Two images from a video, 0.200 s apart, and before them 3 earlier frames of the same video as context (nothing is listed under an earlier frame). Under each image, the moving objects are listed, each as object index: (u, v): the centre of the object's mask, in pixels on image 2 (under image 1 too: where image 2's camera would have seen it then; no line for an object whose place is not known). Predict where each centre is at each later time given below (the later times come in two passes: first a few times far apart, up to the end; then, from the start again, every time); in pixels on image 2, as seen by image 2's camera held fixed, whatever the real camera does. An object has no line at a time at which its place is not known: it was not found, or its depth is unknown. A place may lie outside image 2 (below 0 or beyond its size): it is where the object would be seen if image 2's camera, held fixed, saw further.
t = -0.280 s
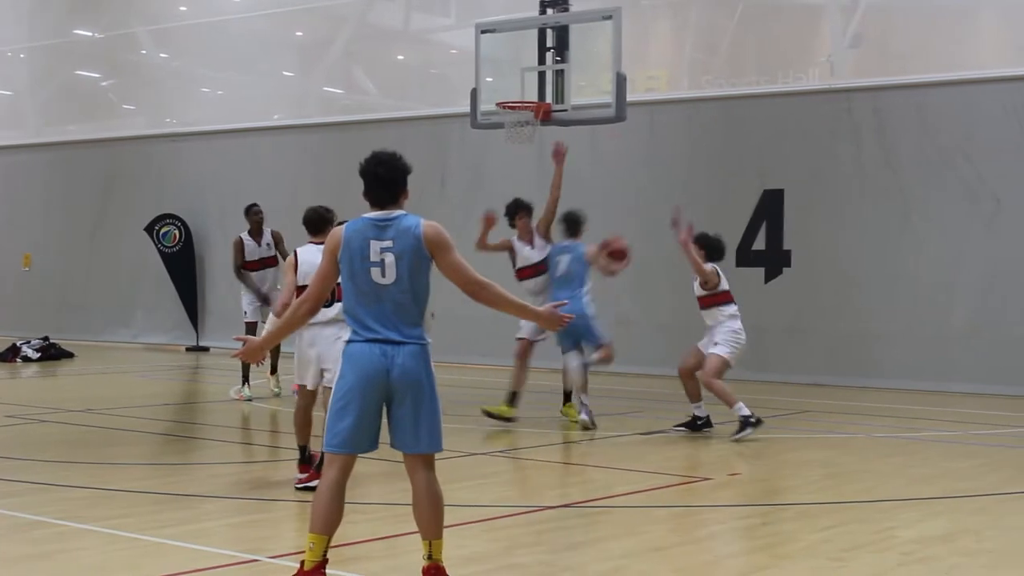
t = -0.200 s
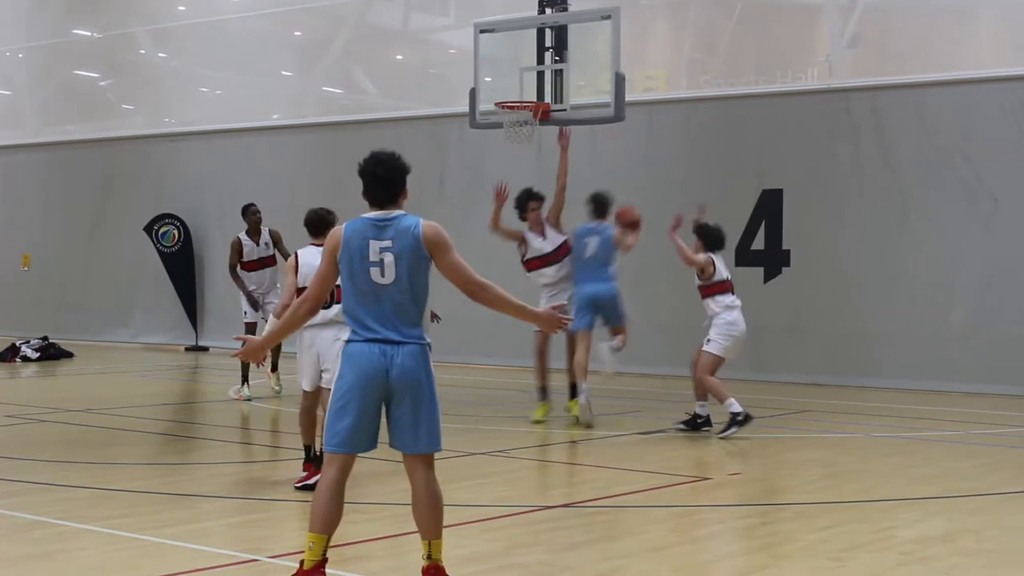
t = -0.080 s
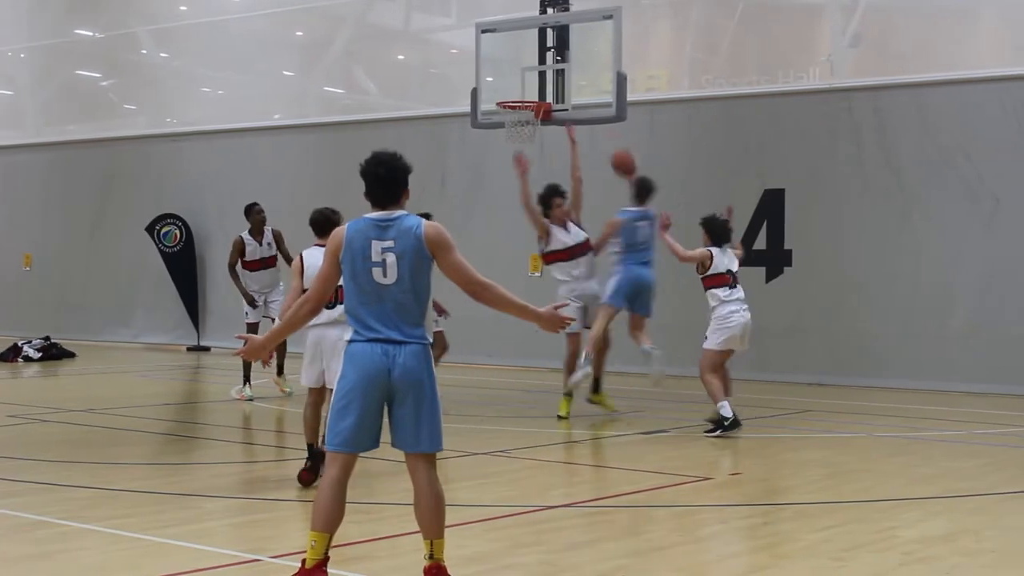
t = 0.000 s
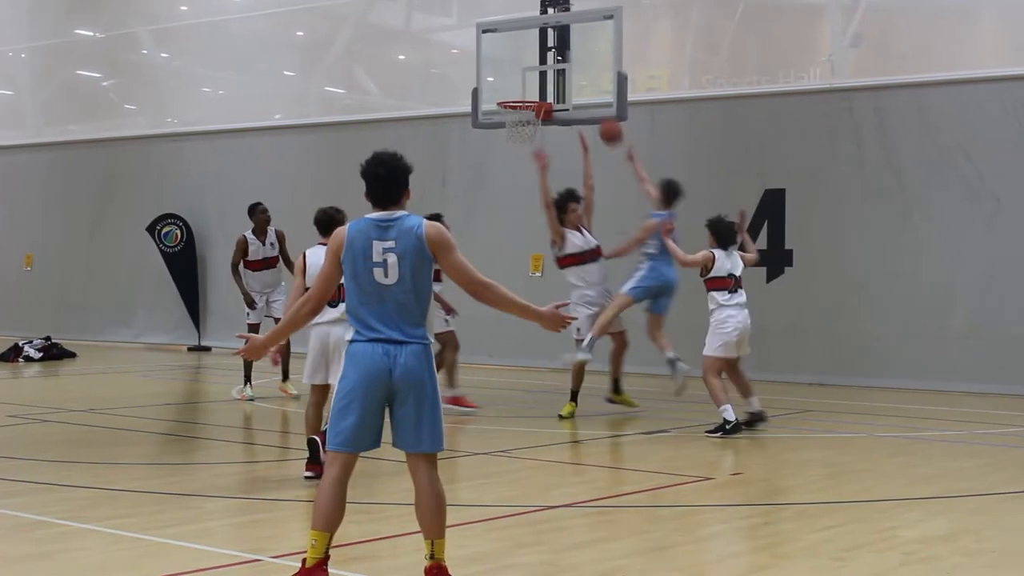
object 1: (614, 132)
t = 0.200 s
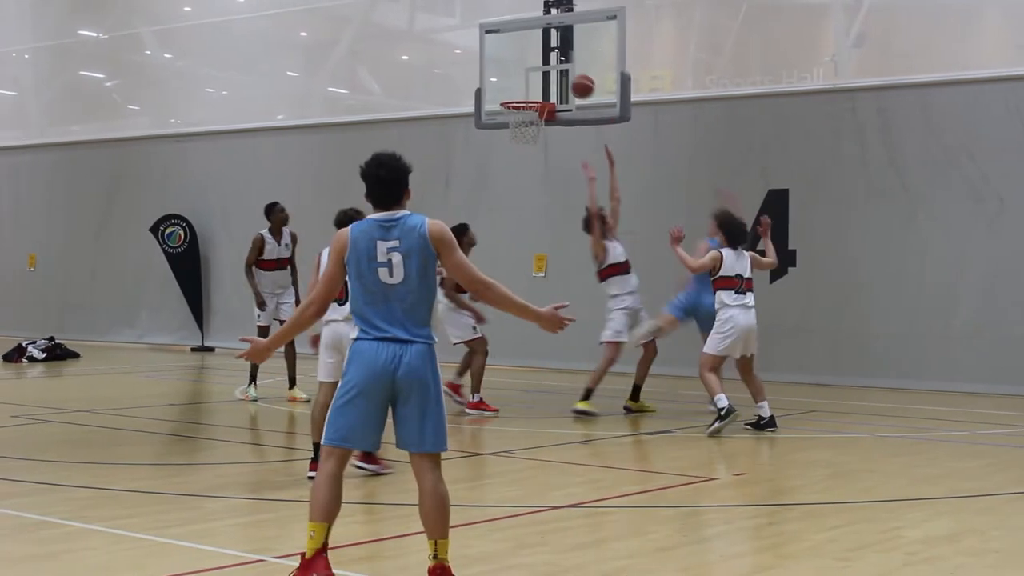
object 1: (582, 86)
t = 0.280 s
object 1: (570, 80)
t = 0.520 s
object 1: (532, 90)
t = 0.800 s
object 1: (515, 89)
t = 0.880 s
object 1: (520, 88)
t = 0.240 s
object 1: (576, 82)
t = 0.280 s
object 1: (570, 80)
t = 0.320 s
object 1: (564, 79)
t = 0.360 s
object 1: (559, 80)
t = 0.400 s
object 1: (552, 80)
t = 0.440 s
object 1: (545, 82)
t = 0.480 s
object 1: (537, 85)
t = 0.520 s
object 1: (532, 90)
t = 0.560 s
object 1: (525, 94)
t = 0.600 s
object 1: (519, 93)
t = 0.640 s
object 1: (513, 94)
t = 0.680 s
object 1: (511, 94)
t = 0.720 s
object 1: (511, 93)
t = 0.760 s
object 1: (513, 91)
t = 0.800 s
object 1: (515, 89)
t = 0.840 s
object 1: (518, 88)
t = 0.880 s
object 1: (520, 88)
